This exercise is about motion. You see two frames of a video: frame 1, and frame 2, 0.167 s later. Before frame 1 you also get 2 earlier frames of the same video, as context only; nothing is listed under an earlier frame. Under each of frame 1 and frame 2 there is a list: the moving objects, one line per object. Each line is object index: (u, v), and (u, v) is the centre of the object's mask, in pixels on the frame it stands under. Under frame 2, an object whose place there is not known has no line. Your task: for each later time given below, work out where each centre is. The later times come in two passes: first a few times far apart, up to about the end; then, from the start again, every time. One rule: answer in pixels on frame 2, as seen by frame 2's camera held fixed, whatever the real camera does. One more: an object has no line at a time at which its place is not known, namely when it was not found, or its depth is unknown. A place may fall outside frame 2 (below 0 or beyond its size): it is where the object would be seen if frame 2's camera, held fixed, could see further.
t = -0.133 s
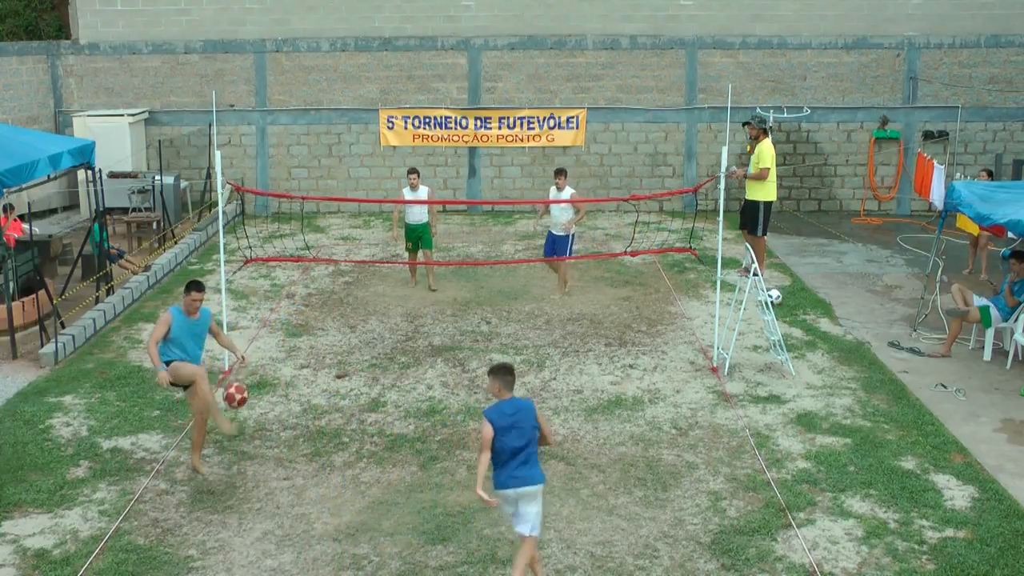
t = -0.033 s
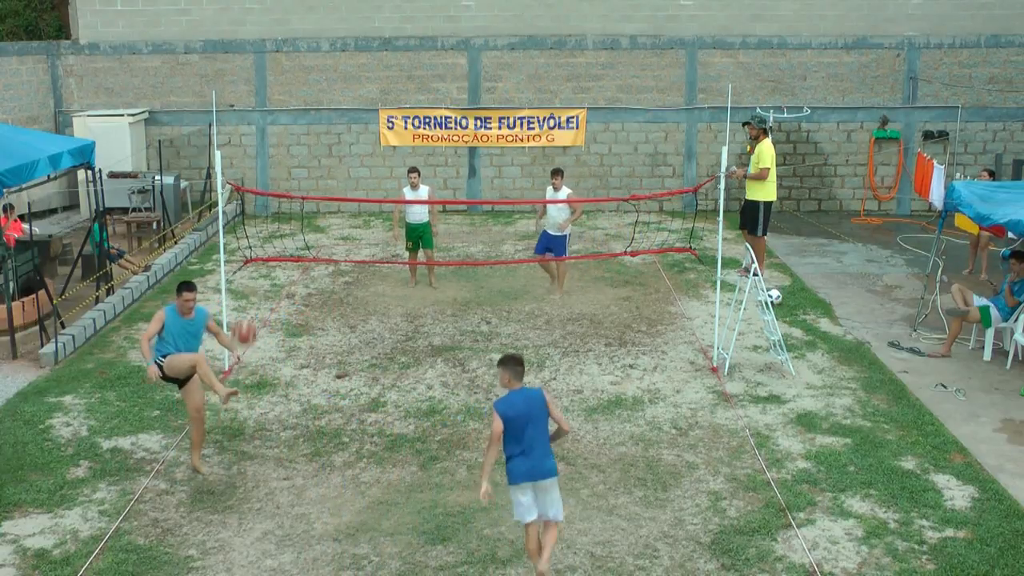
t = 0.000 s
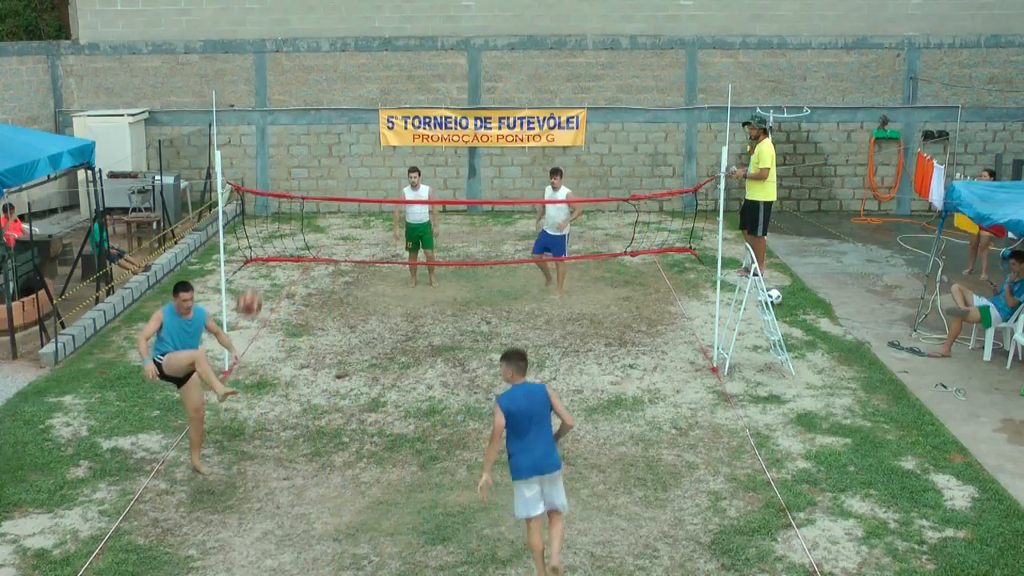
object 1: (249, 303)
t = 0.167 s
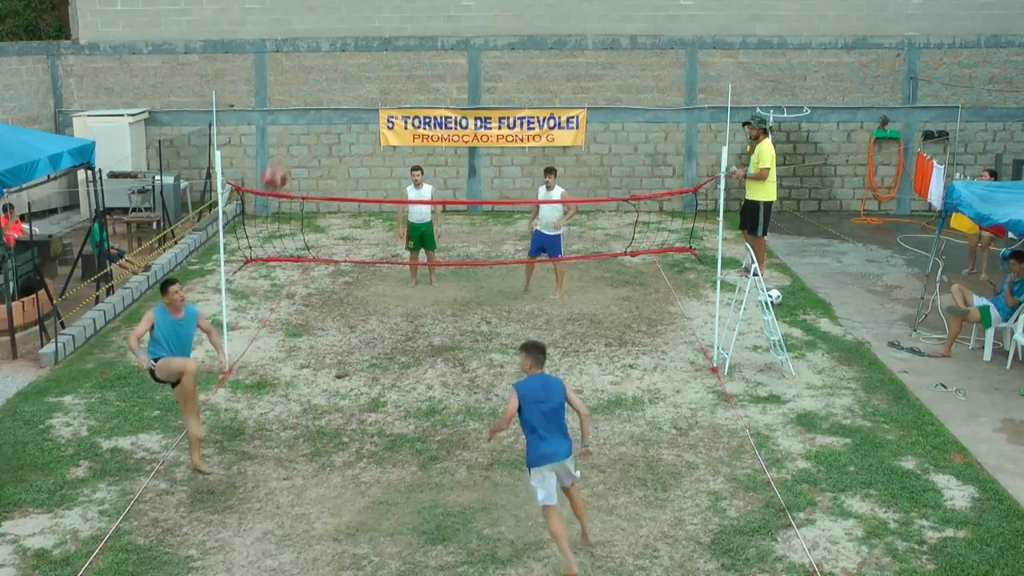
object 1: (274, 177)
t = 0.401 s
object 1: (312, 56)
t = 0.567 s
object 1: (341, 10)
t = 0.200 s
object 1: (279, 156)
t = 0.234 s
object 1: (284, 137)
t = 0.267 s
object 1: (290, 117)
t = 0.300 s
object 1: (295, 100)
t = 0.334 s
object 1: (301, 84)
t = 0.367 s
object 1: (307, 70)
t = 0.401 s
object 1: (312, 56)
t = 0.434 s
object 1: (318, 44)
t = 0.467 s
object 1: (324, 34)
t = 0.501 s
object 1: (330, 24)
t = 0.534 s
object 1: (335, 15)
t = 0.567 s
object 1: (341, 10)
